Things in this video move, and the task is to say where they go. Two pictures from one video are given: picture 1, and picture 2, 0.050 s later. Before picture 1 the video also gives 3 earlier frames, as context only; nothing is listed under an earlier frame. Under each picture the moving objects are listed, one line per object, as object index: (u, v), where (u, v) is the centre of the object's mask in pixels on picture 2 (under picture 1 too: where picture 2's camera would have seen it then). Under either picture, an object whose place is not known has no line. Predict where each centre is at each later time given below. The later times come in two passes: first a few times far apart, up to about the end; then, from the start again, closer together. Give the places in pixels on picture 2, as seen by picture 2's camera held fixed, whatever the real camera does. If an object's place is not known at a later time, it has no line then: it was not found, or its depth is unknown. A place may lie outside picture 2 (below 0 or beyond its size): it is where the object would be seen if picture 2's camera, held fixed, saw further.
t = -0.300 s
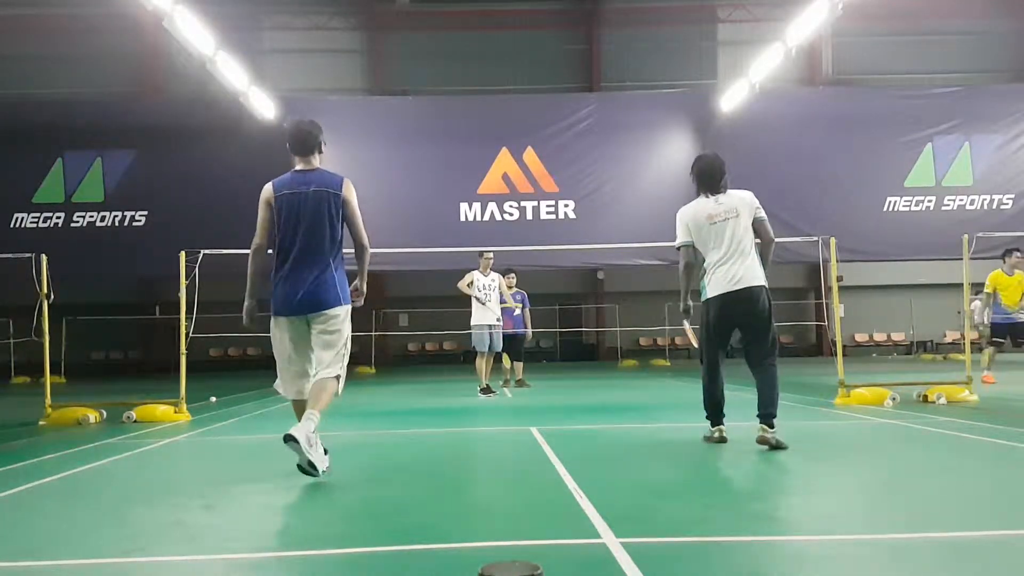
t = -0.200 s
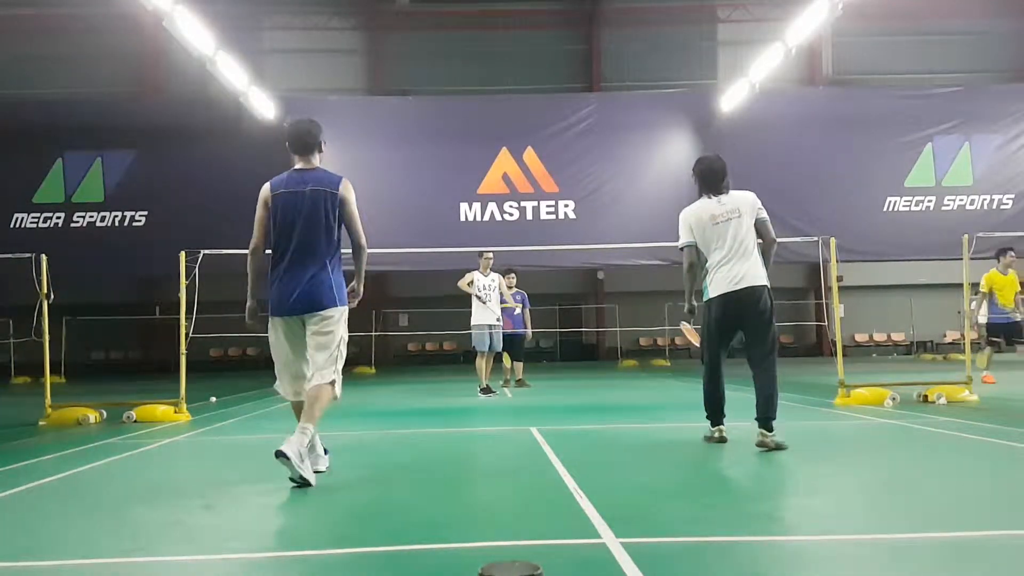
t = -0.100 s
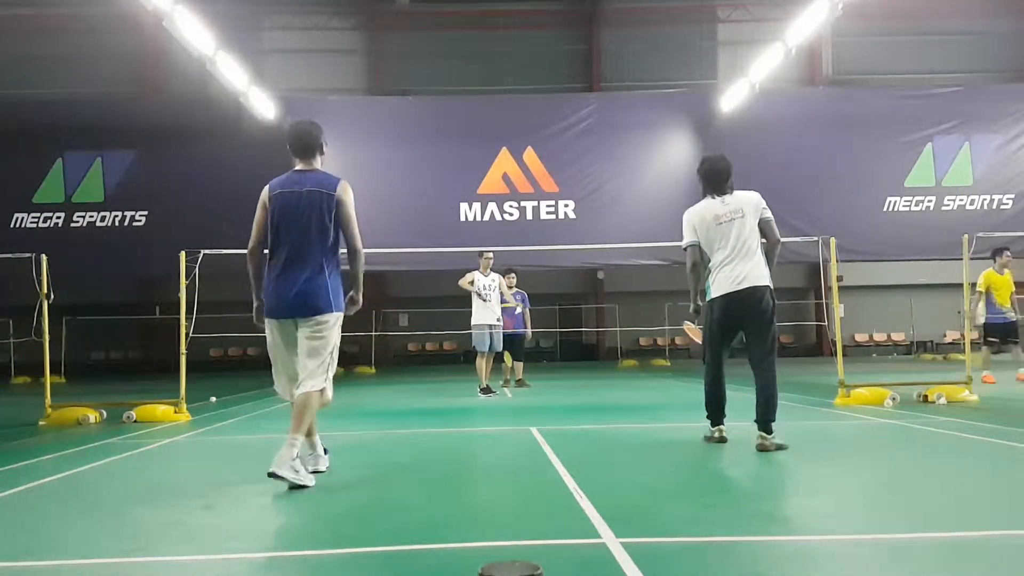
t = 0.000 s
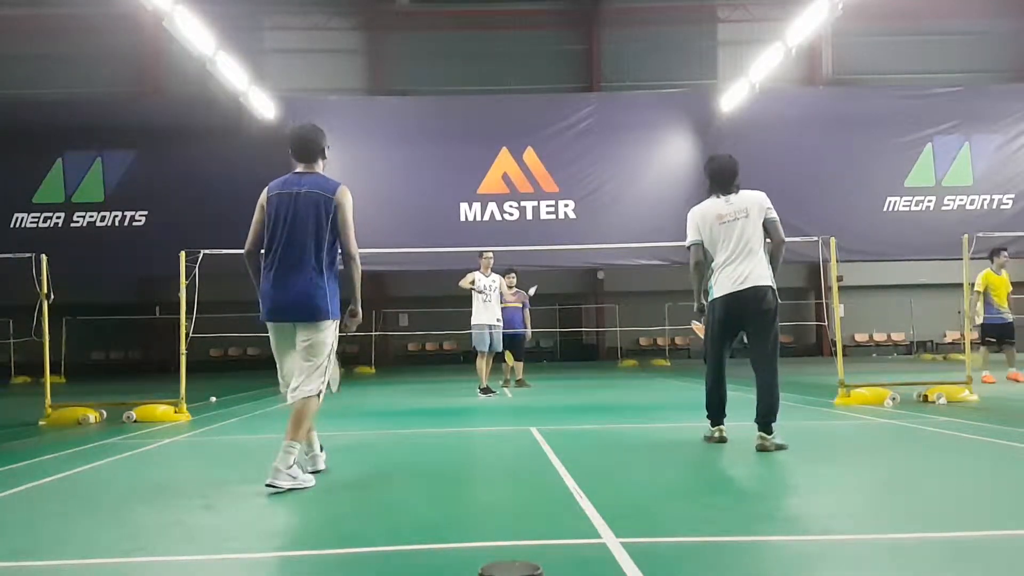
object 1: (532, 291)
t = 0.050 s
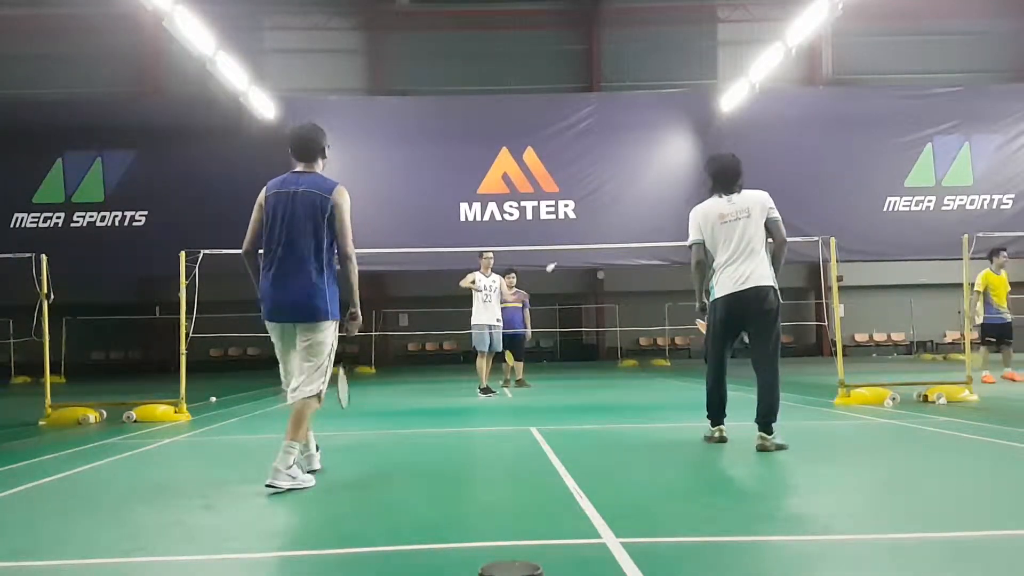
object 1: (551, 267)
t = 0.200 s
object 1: (604, 213)
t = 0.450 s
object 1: (687, 174)
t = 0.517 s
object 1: (707, 174)
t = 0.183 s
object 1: (599, 218)
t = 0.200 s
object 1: (604, 213)
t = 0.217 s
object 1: (610, 208)
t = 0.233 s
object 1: (614, 204)
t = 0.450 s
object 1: (687, 174)
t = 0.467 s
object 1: (692, 174)
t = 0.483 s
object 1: (697, 173)
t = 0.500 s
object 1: (702, 174)
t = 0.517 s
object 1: (707, 174)
